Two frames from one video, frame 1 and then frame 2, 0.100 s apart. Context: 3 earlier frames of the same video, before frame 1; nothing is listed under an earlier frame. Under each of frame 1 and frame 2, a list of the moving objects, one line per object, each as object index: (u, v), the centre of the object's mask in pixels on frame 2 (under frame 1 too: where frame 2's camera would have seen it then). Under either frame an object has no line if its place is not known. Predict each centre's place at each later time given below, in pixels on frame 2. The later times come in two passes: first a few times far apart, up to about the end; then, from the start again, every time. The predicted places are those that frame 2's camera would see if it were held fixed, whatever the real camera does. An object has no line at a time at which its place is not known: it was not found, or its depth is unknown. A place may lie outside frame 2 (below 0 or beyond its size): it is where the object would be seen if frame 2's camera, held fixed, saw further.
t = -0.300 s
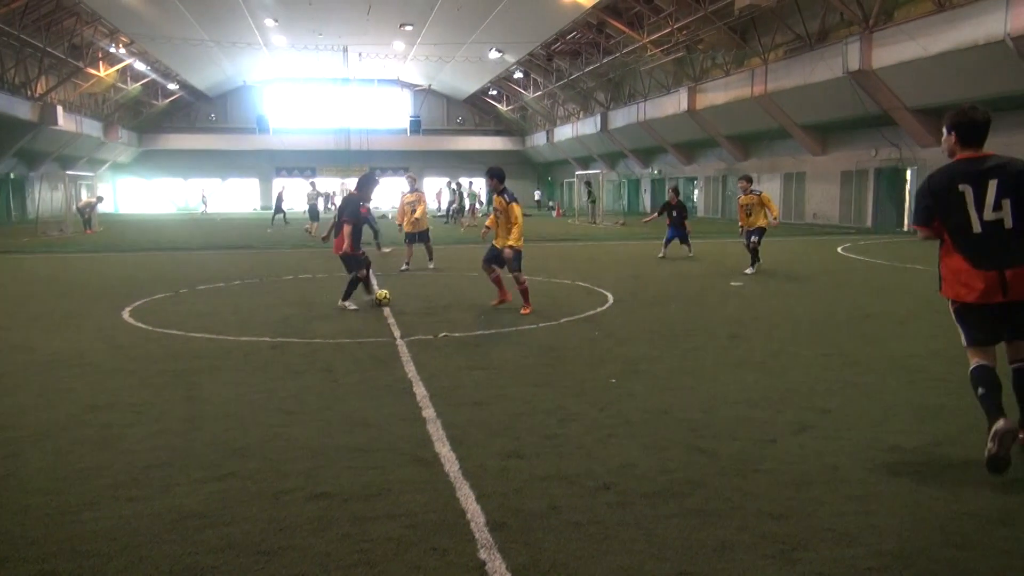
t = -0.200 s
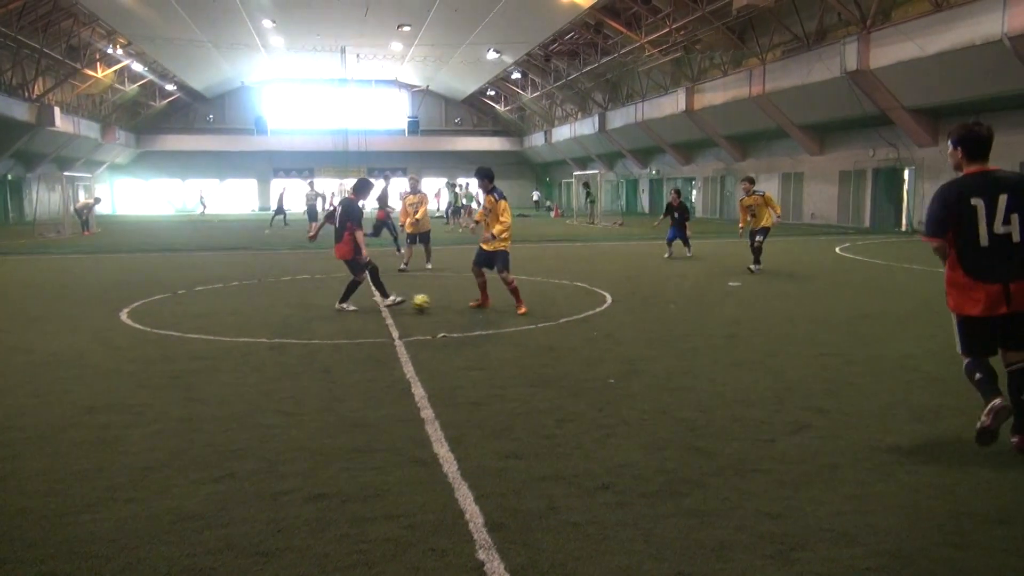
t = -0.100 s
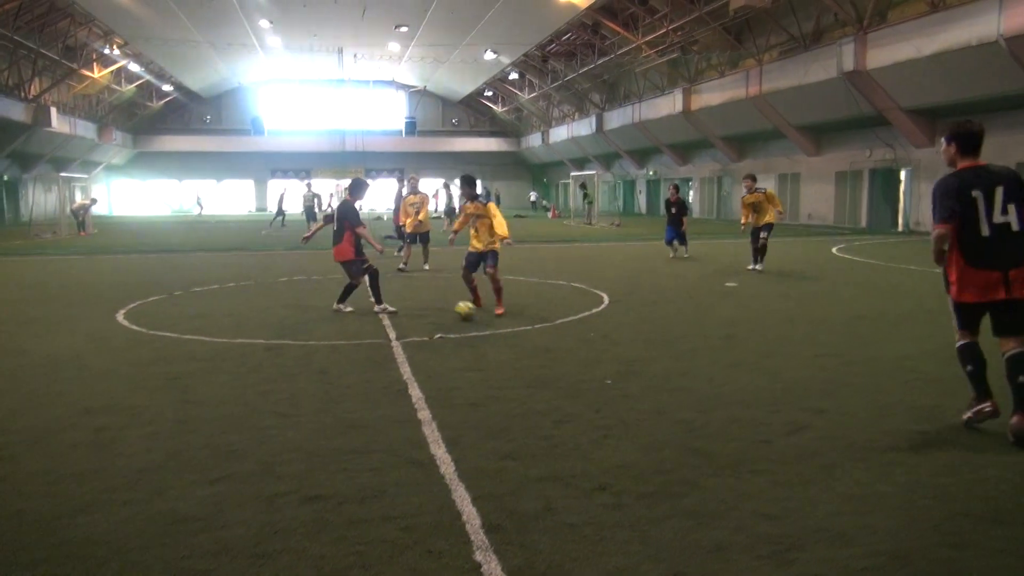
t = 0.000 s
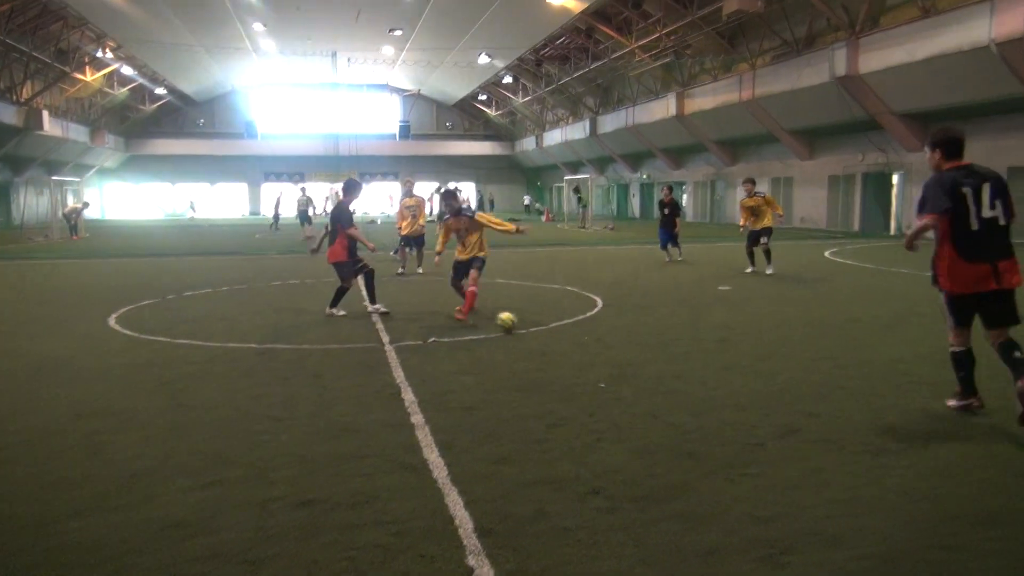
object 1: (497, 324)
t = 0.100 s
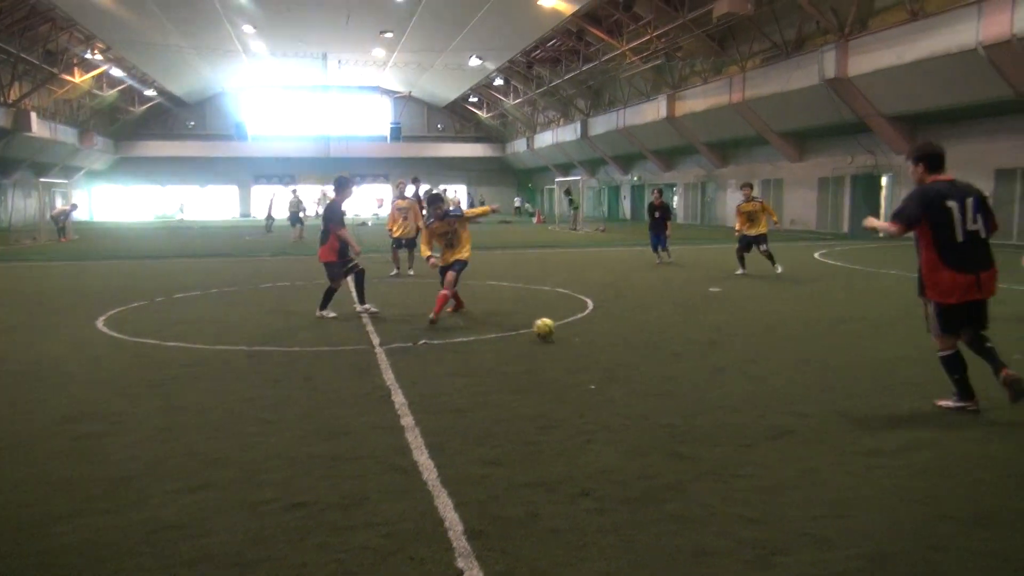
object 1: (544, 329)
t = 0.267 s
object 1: (624, 343)
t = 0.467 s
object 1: (727, 356)
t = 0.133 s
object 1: (561, 332)
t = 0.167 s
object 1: (577, 336)
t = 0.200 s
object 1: (592, 337)
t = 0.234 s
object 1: (608, 339)
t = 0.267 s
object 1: (624, 343)
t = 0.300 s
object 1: (641, 345)
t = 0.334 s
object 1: (657, 347)
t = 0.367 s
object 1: (673, 349)
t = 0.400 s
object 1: (692, 353)
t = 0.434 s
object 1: (710, 354)
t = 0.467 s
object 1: (727, 356)
